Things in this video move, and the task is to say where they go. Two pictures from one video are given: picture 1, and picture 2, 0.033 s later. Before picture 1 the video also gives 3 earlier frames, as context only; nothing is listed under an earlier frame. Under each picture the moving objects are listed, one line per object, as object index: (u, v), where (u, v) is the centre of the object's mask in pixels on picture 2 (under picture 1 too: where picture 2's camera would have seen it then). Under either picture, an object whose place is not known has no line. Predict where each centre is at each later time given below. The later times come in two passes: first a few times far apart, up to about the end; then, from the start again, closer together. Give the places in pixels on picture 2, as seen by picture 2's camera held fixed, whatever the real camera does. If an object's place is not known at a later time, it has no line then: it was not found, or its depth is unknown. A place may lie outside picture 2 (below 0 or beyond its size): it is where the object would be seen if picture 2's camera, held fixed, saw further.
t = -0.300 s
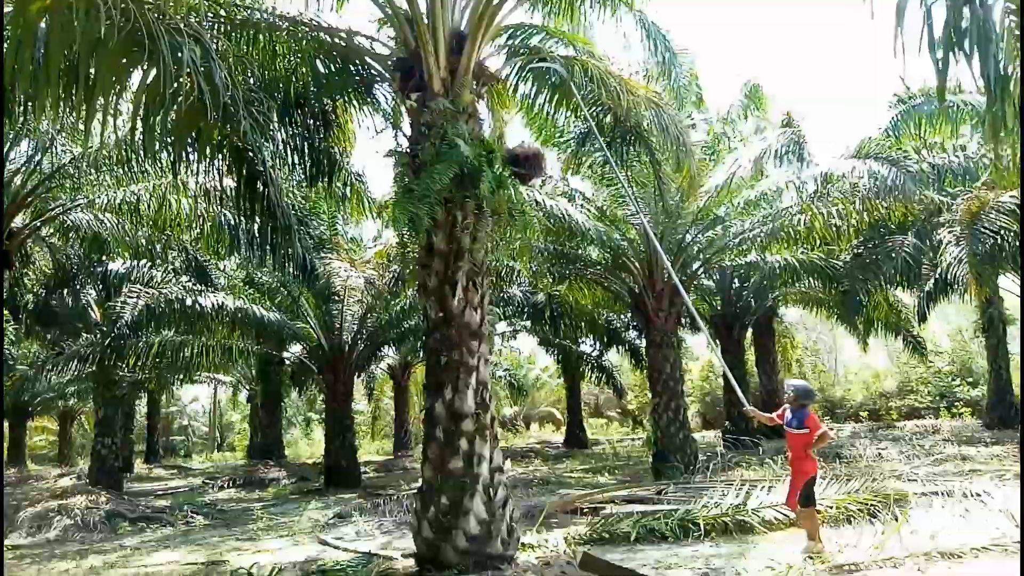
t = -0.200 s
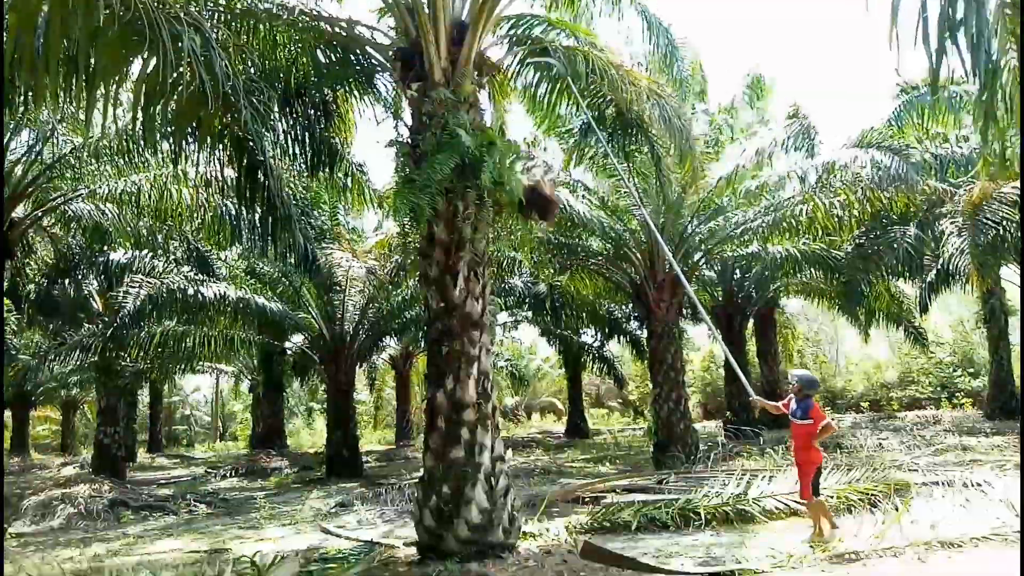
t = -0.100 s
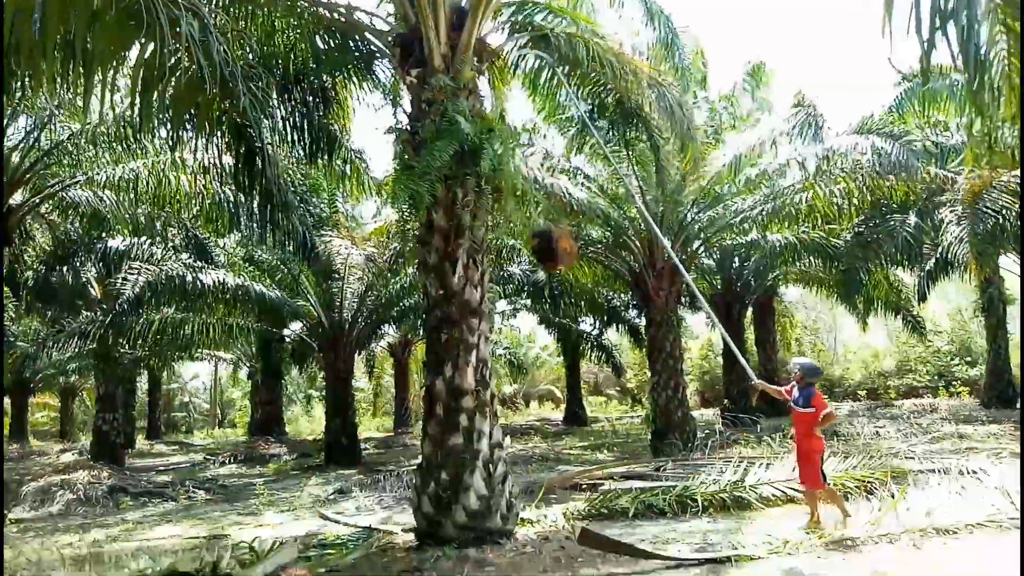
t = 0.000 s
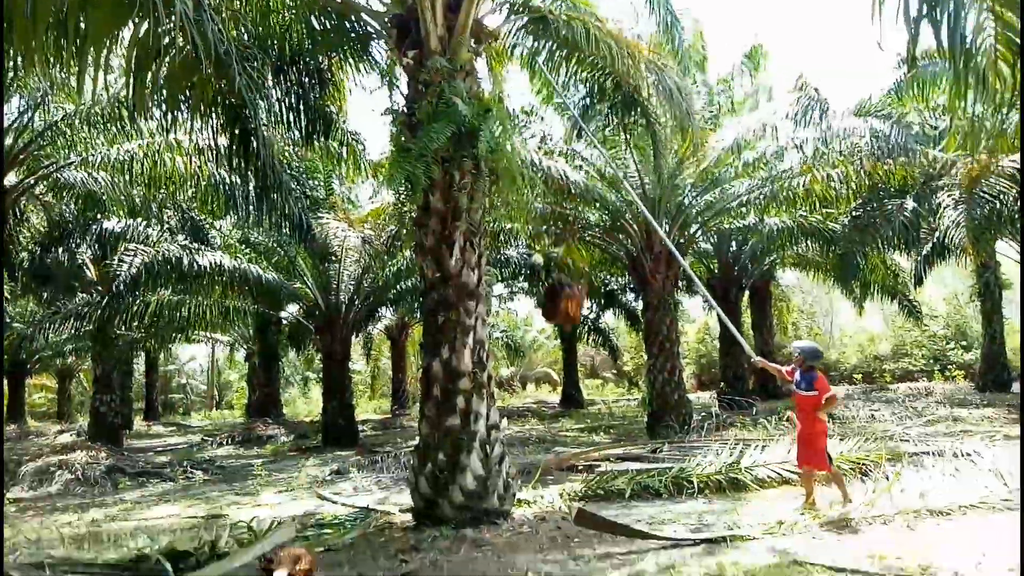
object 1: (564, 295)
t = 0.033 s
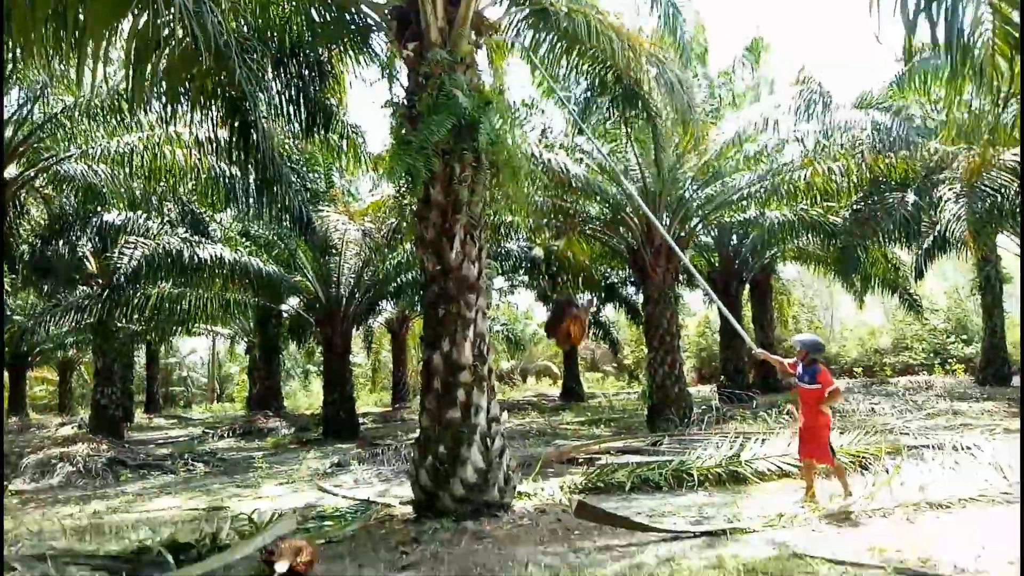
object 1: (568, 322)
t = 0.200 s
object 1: (590, 476)
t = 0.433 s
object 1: (598, 490)
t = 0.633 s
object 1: (593, 487)
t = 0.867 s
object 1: (605, 492)
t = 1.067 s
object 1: (616, 490)
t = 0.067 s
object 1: (571, 350)
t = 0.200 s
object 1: (590, 476)
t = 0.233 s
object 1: (598, 496)
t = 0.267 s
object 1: (598, 495)
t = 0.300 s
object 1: (598, 491)
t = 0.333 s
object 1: (600, 492)
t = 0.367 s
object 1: (600, 491)
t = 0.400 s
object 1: (599, 491)
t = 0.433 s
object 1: (598, 490)
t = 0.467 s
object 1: (597, 490)
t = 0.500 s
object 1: (597, 490)
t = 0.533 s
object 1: (597, 491)
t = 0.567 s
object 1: (597, 490)
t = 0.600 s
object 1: (592, 487)
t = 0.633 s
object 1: (593, 487)
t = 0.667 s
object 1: (596, 488)
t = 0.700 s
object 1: (597, 488)
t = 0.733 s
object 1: (599, 489)
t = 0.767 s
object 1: (600, 489)
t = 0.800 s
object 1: (600, 489)
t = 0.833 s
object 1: (602, 490)
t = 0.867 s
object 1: (605, 492)
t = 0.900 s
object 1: (608, 493)
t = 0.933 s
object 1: (610, 493)
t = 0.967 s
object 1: (609, 491)
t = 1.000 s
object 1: (612, 490)
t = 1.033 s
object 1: (615, 491)
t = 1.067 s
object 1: (616, 490)
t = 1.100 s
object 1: (616, 488)
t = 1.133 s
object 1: (617, 487)
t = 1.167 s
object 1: (617, 487)
